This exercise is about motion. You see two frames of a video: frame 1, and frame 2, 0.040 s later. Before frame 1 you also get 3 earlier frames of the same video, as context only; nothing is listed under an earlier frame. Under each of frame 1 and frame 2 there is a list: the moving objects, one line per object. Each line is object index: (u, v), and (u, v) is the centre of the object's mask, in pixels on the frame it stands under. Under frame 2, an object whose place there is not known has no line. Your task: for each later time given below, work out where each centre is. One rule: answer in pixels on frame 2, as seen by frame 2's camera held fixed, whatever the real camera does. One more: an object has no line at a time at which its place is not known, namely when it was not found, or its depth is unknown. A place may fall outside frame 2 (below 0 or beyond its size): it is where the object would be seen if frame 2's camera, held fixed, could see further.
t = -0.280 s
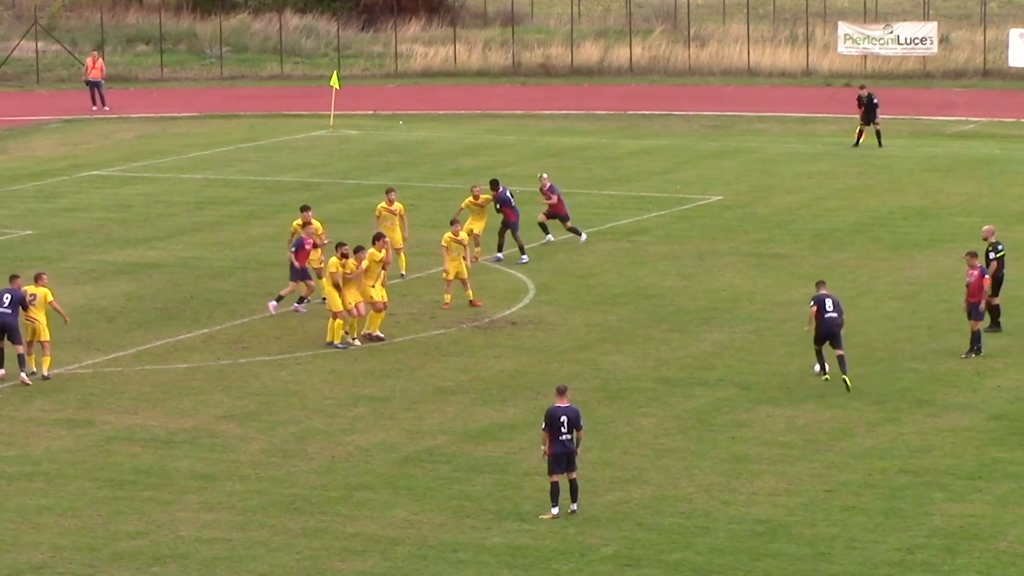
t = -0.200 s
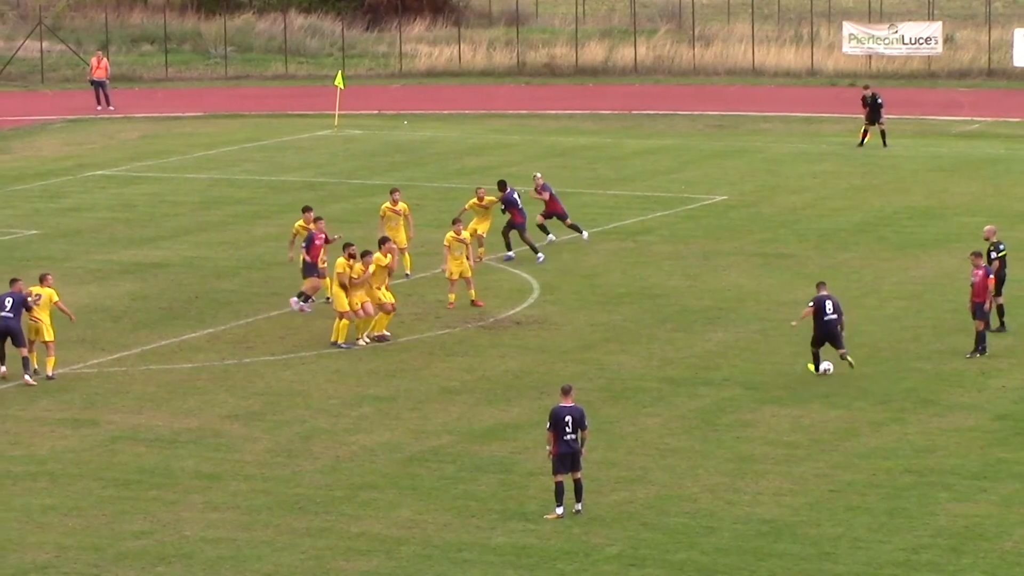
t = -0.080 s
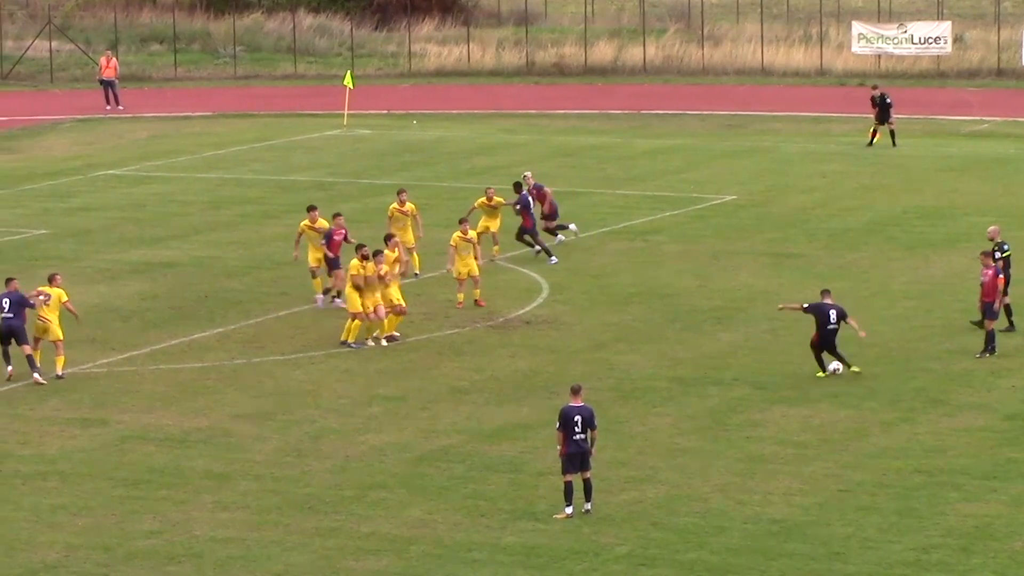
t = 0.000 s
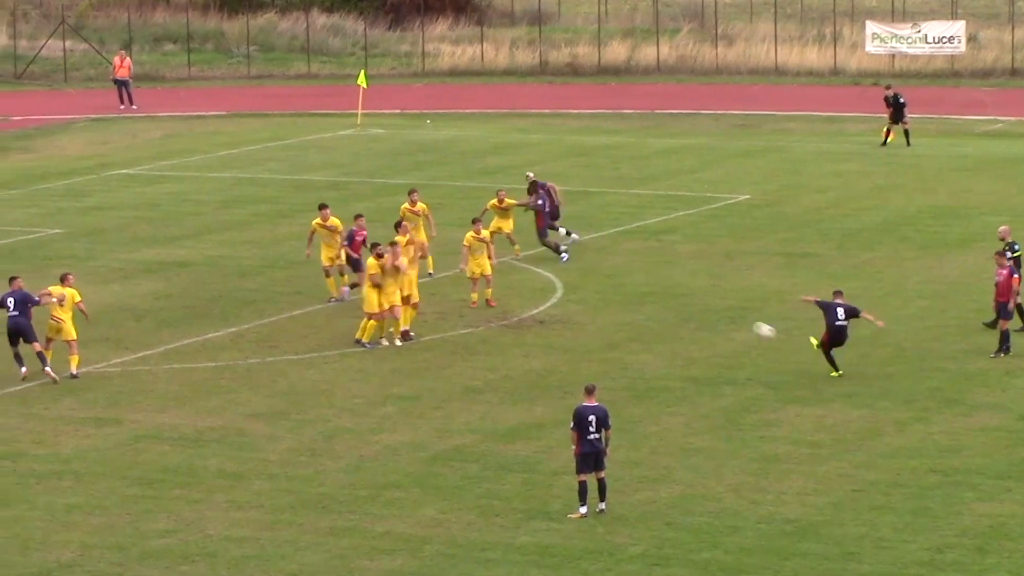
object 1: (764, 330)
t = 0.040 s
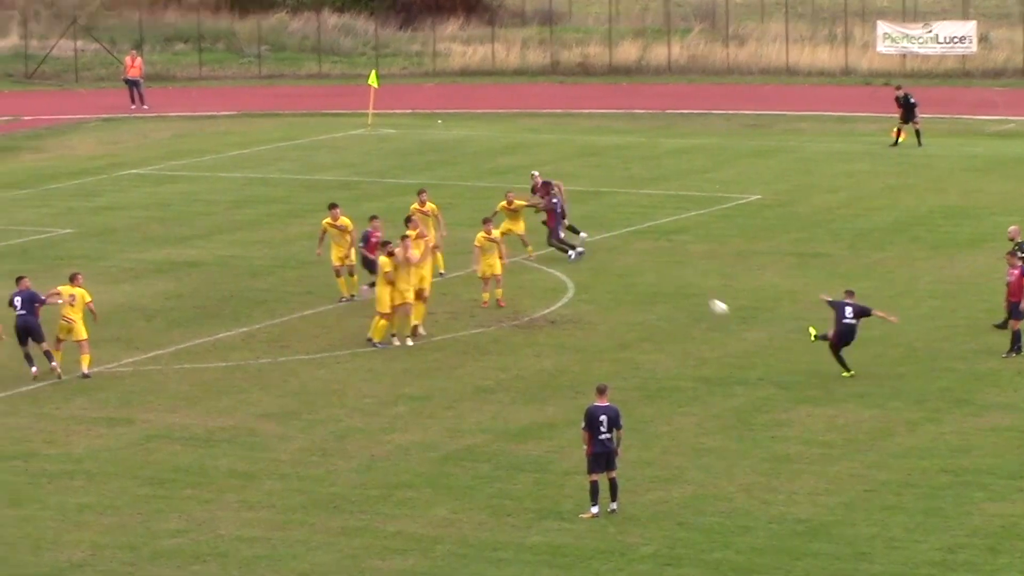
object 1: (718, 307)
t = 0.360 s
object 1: (309, 182)
